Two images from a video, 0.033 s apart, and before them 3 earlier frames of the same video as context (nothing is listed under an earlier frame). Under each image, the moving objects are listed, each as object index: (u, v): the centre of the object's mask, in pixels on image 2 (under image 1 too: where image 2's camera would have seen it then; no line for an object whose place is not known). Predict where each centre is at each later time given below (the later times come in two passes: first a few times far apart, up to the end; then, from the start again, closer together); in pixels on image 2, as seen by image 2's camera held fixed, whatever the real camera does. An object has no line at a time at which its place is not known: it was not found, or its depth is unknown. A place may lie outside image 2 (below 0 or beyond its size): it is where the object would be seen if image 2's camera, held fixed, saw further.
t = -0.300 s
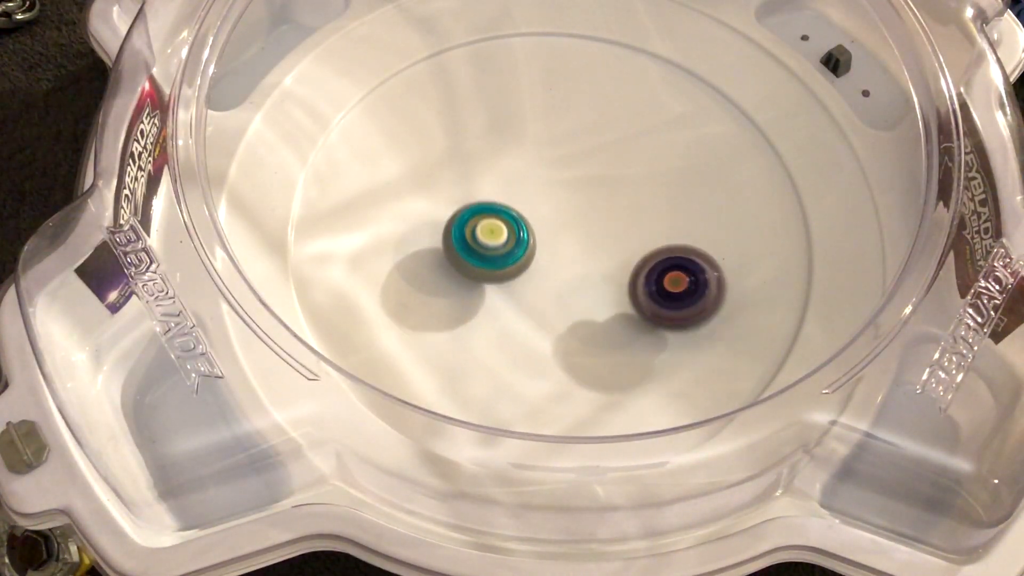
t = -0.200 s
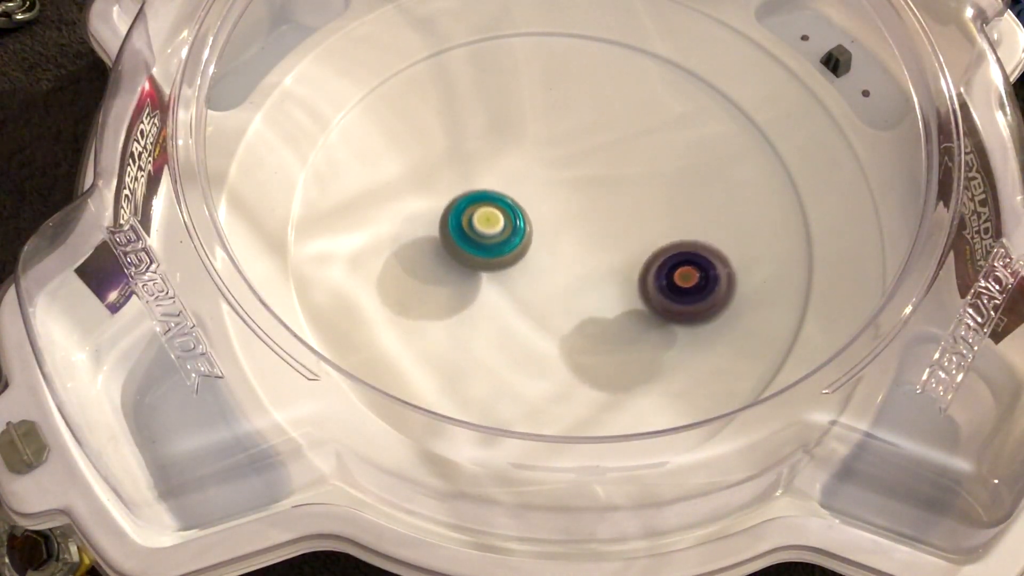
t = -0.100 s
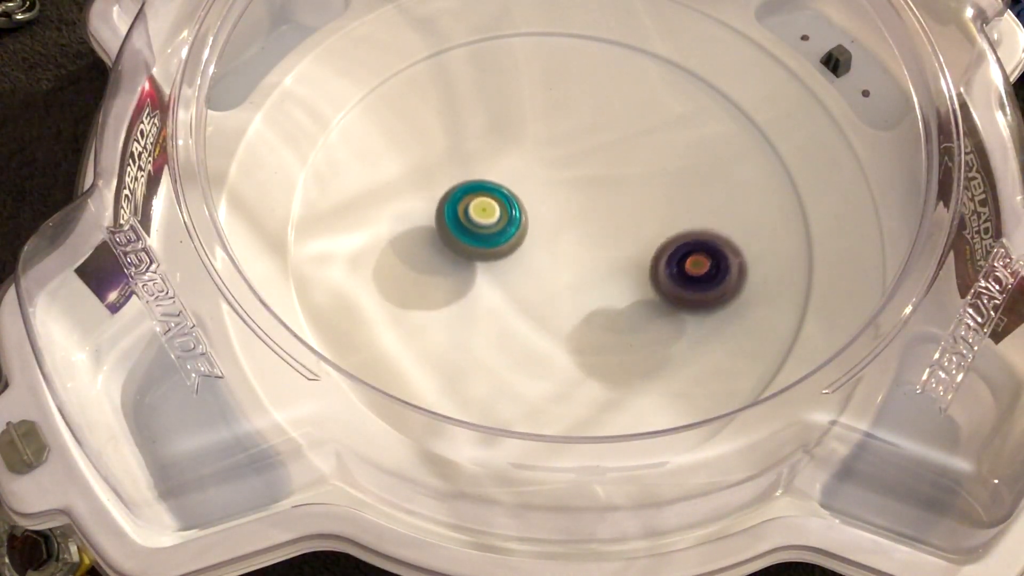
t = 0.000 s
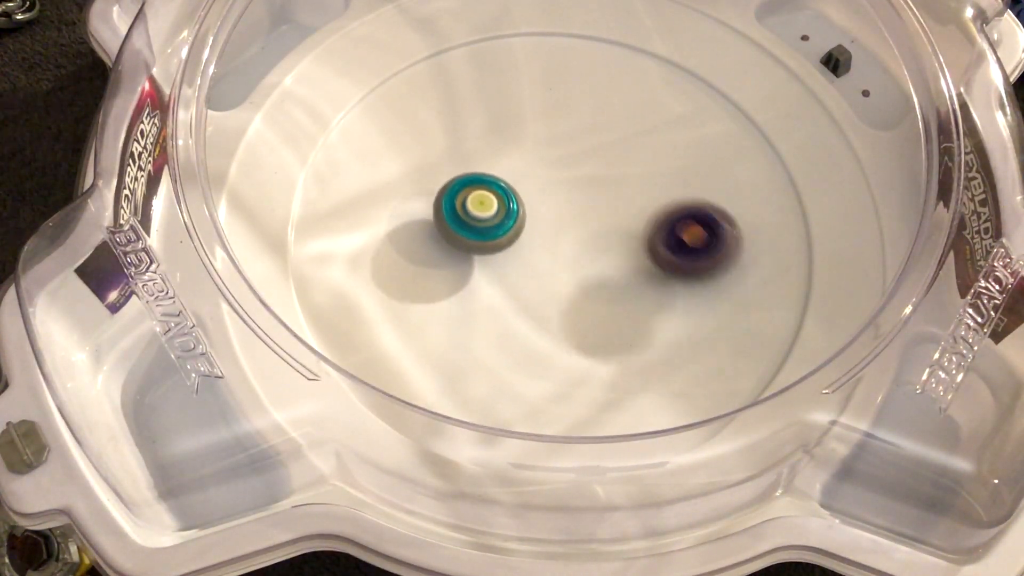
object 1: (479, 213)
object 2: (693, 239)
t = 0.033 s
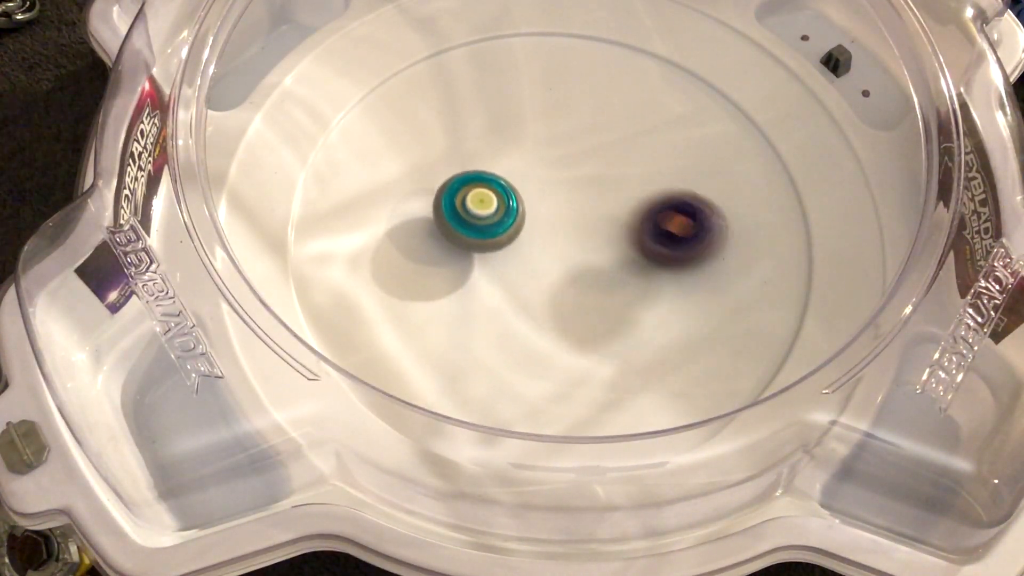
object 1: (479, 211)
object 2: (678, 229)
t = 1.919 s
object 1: (593, 174)
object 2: (490, 22)
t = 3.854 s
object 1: (586, 275)
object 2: (321, 310)
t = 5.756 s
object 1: (510, 193)
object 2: (437, 370)
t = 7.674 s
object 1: (615, 215)
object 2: (374, 319)
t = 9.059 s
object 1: (552, 268)
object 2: (743, 284)
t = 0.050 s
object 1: (478, 210)
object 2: (668, 225)
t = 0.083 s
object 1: (478, 209)
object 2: (646, 220)
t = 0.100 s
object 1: (478, 208)
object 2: (634, 220)
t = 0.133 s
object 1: (479, 207)
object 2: (605, 220)
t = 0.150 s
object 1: (479, 206)
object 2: (591, 221)
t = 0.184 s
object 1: (478, 202)
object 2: (570, 229)
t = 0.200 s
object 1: (464, 195)
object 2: (573, 238)
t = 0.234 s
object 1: (443, 186)
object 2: (582, 259)
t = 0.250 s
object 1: (436, 183)
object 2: (586, 270)
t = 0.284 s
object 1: (425, 183)
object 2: (597, 296)
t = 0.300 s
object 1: (422, 184)
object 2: (603, 309)
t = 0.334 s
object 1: (417, 189)
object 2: (618, 329)
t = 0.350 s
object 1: (415, 192)
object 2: (628, 339)
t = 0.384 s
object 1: (414, 200)
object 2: (647, 353)
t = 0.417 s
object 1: (416, 209)
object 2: (668, 361)
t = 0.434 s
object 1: (418, 214)
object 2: (680, 364)
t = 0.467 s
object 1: (425, 224)
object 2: (702, 364)
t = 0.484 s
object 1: (430, 228)
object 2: (714, 362)
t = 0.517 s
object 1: (443, 235)
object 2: (736, 352)
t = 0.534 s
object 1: (451, 238)
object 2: (745, 347)
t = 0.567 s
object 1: (468, 241)
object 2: (766, 328)
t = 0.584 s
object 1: (477, 241)
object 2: (775, 316)
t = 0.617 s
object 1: (494, 239)
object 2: (784, 289)
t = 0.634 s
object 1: (502, 237)
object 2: (785, 275)
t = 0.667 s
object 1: (519, 230)
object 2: (779, 243)
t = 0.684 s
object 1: (527, 225)
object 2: (770, 224)
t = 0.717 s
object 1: (540, 216)
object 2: (751, 199)
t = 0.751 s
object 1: (552, 204)
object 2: (716, 172)
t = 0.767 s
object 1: (556, 199)
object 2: (697, 160)
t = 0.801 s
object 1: (562, 188)
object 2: (653, 141)
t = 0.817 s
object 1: (562, 182)
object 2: (635, 132)
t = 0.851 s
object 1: (549, 177)
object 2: (613, 114)
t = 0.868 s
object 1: (543, 175)
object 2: (599, 102)
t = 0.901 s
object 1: (531, 171)
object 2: (572, 87)
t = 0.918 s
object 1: (527, 168)
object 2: (558, 83)
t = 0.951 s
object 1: (523, 163)
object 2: (527, 77)
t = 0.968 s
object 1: (521, 161)
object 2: (512, 78)
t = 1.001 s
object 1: (519, 157)
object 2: (482, 82)
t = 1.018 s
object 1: (519, 155)
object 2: (466, 85)
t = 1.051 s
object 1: (518, 153)
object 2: (437, 97)
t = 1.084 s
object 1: (517, 152)
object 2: (407, 118)
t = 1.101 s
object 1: (517, 151)
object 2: (393, 130)
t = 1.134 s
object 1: (517, 150)
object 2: (370, 157)
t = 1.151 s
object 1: (516, 150)
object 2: (360, 172)
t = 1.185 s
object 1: (516, 150)
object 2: (344, 209)
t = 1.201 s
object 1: (516, 149)
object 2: (339, 230)
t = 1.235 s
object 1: (516, 150)
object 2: (336, 267)
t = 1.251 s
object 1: (516, 150)
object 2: (336, 294)
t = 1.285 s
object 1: (516, 151)
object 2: (352, 332)
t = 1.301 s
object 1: (517, 152)
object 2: (362, 347)
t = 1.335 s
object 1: (519, 153)
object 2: (390, 396)
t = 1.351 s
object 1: (520, 154)
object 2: (415, 409)
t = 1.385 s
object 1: (522, 156)
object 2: (471, 435)
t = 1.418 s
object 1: (525, 158)
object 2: (534, 449)
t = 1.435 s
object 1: (527, 159)
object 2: (562, 451)
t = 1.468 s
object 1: (531, 161)
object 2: (623, 445)
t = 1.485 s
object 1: (533, 162)
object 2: (651, 438)
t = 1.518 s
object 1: (537, 164)
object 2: (710, 402)
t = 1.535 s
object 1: (539, 165)
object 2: (733, 386)
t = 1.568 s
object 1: (544, 167)
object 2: (773, 348)
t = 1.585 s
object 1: (546, 168)
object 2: (789, 325)
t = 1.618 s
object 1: (552, 169)
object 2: (803, 276)
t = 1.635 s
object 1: (554, 170)
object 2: (805, 252)
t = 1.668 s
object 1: (560, 171)
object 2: (798, 206)
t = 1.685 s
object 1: (562, 171)
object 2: (792, 183)
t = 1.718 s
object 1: (567, 172)
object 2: (768, 136)
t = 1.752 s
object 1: (572, 173)
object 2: (736, 97)
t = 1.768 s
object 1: (575, 173)
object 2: (718, 80)
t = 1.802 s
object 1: (579, 174)
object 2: (678, 48)
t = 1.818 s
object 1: (582, 174)
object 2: (655, 35)
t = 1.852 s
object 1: (586, 174)
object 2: (604, 23)
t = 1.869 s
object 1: (588, 174)
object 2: (579, 20)
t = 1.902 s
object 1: (592, 174)
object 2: (522, 21)
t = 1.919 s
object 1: (593, 174)
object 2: (490, 22)
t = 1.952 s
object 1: (596, 175)
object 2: (434, 36)
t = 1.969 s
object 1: (598, 175)
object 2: (411, 46)
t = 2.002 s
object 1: (601, 175)
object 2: (362, 78)
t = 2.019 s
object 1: (602, 175)
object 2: (344, 97)
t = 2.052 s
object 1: (604, 175)
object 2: (312, 145)
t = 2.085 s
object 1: (606, 175)
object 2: (295, 196)
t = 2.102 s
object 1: (607, 175)
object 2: (293, 226)
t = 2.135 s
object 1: (609, 176)
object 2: (304, 281)
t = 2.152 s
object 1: (609, 176)
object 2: (321, 309)
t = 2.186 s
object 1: (610, 177)
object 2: (360, 355)
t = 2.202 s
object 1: (611, 177)
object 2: (381, 390)
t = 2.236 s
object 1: (611, 178)
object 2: (443, 425)
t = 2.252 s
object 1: (612, 178)
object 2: (483, 440)
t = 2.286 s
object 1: (612, 180)
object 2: (546, 452)
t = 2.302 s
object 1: (612, 181)
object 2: (581, 453)
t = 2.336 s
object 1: (612, 182)
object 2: (642, 444)
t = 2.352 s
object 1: (612, 183)
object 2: (677, 429)
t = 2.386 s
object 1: (613, 185)
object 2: (733, 389)
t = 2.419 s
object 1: (614, 188)
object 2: (774, 354)
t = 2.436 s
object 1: (614, 189)
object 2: (793, 326)
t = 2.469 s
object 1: (615, 191)
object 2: (809, 278)
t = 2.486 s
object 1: (615, 192)
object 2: (812, 248)
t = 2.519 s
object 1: (615, 195)
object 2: (805, 198)
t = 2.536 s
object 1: (615, 196)
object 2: (797, 172)
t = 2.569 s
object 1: (616, 200)
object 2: (770, 125)
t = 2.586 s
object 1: (616, 201)
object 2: (755, 106)
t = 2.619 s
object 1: (616, 205)
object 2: (710, 66)
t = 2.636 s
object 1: (617, 207)
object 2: (686, 52)
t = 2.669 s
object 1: (618, 211)
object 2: (635, 29)
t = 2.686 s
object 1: (618, 213)
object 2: (604, 25)
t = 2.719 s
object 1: (619, 216)
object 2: (548, 21)
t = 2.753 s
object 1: (621, 219)
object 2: (486, 26)
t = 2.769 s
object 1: (622, 221)
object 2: (462, 29)
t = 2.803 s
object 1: (623, 224)
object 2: (410, 47)
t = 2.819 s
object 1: (623, 226)
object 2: (385, 65)
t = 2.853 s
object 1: (624, 228)
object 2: (347, 101)
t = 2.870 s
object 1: (624, 229)
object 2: (328, 122)
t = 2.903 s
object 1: (625, 232)
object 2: (304, 166)
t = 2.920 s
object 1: (625, 232)
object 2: (298, 189)
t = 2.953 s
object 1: (625, 234)
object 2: (292, 242)
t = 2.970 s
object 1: (625, 235)
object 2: (299, 267)
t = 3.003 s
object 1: (625, 237)
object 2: (321, 324)
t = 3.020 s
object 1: (625, 238)
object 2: (341, 341)
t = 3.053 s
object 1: (624, 240)
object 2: (385, 394)
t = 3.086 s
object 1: (624, 242)
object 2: (436, 425)
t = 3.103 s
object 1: (623, 243)
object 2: (468, 439)
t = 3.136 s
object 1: (622, 245)
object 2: (531, 450)
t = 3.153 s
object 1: (622, 245)
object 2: (564, 452)
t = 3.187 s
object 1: (621, 247)
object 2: (629, 445)
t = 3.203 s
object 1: (620, 248)
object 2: (666, 434)
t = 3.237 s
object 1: (618, 250)
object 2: (723, 403)
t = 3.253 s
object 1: (618, 251)
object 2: (750, 385)
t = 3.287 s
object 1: (616, 253)
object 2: (783, 340)
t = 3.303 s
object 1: (614, 254)
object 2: (799, 314)
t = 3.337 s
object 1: (613, 255)
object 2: (811, 266)
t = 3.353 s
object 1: (612, 256)
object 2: (812, 242)
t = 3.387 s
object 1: (609, 258)
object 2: (803, 187)
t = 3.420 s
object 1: (608, 260)
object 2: (780, 139)
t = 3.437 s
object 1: (606, 261)
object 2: (765, 119)
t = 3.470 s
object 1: (605, 263)
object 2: (726, 78)
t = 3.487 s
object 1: (604, 264)
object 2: (699, 61)
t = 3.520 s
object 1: (602, 267)
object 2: (650, 35)
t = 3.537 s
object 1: (602, 267)
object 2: (622, 28)
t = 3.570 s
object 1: (600, 269)
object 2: (561, 23)
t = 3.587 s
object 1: (600, 270)
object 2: (532, 22)
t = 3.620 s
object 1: (598, 271)
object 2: (470, 27)
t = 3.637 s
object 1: (598, 272)
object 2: (445, 34)
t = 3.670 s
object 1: (596, 273)
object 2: (399, 56)
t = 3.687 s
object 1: (596, 273)
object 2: (373, 74)
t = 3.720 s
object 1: (594, 274)
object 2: (335, 112)
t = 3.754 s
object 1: (592, 274)
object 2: (308, 157)
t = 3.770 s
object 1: (591, 274)
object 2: (301, 180)
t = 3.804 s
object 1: (589, 275)
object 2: (293, 236)
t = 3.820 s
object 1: (588, 275)
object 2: (297, 260)
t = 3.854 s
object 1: (586, 275)
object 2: (321, 310)
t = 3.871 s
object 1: (585, 275)
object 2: (338, 329)
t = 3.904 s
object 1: (581, 275)
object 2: (373, 382)
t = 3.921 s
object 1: (580, 275)
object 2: (399, 397)
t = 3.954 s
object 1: (576, 275)
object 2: (452, 427)
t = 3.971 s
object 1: (574, 275)
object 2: (486, 436)
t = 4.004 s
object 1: (571, 275)
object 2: (548, 444)
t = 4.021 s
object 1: (569, 275)
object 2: (577, 442)
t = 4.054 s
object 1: (565, 276)
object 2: (634, 434)
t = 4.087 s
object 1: (562, 276)
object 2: (699, 402)
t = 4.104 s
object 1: (561, 276)
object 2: (723, 395)
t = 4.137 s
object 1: (558, 276)
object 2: (761, 359)
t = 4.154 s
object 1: (557, 276)
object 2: (781, 337)
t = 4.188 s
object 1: (554, 275)
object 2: (807, 292)
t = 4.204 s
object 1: (553, 275)
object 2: (812, 265)
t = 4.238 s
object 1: (551, 275)
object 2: (808, 217)
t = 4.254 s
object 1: (549, 275)
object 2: (804, 193)
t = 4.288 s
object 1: (546, 274)
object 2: (782, 144)
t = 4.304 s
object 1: (545, 274)
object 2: (768, 123)
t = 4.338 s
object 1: (542, 273)
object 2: (731, 84)
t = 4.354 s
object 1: (541, 273)
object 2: (708, 67)
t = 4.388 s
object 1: (538, 272)
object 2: (659, 41)
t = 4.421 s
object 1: (536, 271)
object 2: (606, 27)
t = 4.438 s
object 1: (534, 271)
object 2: (581, 25)
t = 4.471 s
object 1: (532, 270)
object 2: (525, 23)
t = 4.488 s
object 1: (531, 269)
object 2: (497, 25)
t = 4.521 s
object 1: (528, 268)
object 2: (445, 35)
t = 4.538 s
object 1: (527, 267)
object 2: (422, 44)
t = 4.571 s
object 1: (525, 266)
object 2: (375, 72)
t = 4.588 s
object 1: (524, 265)
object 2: (355, 89)
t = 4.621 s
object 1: (522, 264)
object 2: (325, 128)
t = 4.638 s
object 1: (521, 263)
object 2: (315, 147)
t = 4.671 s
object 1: (519, 262)
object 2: (302, 197)
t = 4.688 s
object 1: (518, 261)
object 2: (301, 217)
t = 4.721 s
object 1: (516, 260)
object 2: (307, 266)
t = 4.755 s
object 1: (514, 259)
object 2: (330, 310)
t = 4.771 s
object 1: (513, 258)
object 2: (347, 330)
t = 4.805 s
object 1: (511, 256)
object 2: (386, 363)
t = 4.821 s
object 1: (510, 255)
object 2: (412, 378)
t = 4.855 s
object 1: (508, 254)
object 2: (461, 411)
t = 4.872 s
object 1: (508, 253)
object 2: (489, 419)
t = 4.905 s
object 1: (506, 252)
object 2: (547, 427)
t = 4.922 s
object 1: (506, 251)
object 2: (575, 428)
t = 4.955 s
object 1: (505, 249)
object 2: (643, 413)
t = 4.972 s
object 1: (504, 248)
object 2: (674, 407)
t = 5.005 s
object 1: (503, 247)
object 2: (720, 378)
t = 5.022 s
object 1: (503, 246)
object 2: (743, 364)
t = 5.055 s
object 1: (502, 244)
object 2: (780, 325)
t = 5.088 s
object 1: (502, 242)
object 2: (806, 282)
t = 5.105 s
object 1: (502, 241)
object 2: (813, 258)
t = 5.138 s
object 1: (501, 240)
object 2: (806, 216)
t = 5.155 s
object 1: (501, 239)
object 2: (800, 189)
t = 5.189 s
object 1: (501, 236)
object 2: (782, 145)
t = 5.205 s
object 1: (501, 235)
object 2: (768, 124)
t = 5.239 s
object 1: (501, 233)
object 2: (732, 92)
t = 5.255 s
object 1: (501, 232)
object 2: (713, 73)
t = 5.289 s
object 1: (501, 230)
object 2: (672, 46)
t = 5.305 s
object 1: (501, 228)
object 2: (649, 37)
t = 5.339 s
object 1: (502, 226)
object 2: (601, 28)
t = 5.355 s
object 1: (502, 224)
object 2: (575, 26)
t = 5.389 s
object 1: (502, 222)
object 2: (524, 26)
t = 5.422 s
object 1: (503, 219)
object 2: (479, 30)
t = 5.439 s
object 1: (503, 218)
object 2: (460, 33)
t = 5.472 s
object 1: (504, 215)
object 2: (417, 52)
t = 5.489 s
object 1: (504, 214)
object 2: (401, 64)
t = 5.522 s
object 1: (505, 211)
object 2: (369, 93)
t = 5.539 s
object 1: (505, 209)
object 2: (357, 109)
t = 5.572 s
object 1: (506, 206)
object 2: (340, 145)
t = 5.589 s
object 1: (506, 205)
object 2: (335, 166)
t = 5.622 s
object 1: (507, 202)
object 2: (332, 208)
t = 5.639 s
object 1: (507, 201)
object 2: (334, 228)
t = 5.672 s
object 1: (508, 199)
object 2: (350, 277)
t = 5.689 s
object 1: (508, 197)
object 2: (362, 297)
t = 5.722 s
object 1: (509, 195)
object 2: (394, 338)
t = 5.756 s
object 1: (510, 193)
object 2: (437, 370)
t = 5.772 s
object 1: (510, 192)
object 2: (462, 381)
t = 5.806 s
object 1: (511, 190)
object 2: (513, 397)
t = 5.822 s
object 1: (511, 189)
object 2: (545, 402)
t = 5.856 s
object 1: (512, 188)
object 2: (601, 404)
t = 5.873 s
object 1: (512, 187)
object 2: (630, 402)
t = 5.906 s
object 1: (513, 186)
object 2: (685, 390)
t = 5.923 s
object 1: (513, 185)
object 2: (708, 381)
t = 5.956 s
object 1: (514, 184)
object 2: (752, 354)
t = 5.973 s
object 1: (515, 183)
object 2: (771, 335)
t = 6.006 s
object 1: (516, 182)
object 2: (800, 296)
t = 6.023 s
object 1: (517, 181)
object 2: (809, 276)
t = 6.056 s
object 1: (518, 180)
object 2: (807, 232)
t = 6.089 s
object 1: (519, 179)
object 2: (796, 190)
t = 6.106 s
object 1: (520, 179)
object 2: (789, 170)
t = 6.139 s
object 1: (522, 178)
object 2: (772, 132)
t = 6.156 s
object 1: (523, 177)
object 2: (760, 112)
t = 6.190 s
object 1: (525, 177)
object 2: (723, 81)
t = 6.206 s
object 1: (525, 176)
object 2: (702, 67)
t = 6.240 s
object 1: (527, 176)
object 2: (662, 45)
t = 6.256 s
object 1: (528, 176)
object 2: (640, 36)
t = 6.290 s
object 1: (530, 175)
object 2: (594, 29)
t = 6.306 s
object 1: (532, 175)
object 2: (572, 27)
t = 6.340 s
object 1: (534, 175)
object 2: (528, 28)
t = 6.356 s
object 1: (535, 175)
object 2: (508, 30)
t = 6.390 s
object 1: (537, 175)
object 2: (471, 39)
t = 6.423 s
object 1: (539, 175)
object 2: (435, 57)
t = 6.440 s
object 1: (541, 175)
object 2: (420, 66)
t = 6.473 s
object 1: (543, 175)
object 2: (394, 94)
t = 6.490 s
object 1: (544, 175)
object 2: (383, 108)
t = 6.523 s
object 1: (547, 175)
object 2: (364, 142)
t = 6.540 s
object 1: (548, 176)
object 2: (358, 161)
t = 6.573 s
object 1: (551, 176)
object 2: (351, 200)
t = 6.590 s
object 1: (553, 176)
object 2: (351, 225)
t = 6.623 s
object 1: (555, 177)
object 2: (362, 270)
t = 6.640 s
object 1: (557, 177)
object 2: (369, 288)
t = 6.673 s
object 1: (559, 178)
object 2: (396, 330)
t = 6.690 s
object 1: (561, 179)
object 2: (413, 349)
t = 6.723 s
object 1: (564, 180)
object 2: (459, 378)
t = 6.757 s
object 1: (566, 181)
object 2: (507, 397)
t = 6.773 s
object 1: (568, 181)
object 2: (533, 403)
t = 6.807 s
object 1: (571, 182)
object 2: (586, 416)
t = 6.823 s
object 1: (572, 183)
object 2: (614, 414)
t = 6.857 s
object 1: (575, 184)
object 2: (669, 405)
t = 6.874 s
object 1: (577, 185)
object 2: (693, 395)
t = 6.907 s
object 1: (580, 186)
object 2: (735, 369)
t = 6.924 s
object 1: (582, 186)
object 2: (753, 356)
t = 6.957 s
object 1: (586, 187)
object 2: (784, 322)
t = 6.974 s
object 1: (588, 188)
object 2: (796, 301)
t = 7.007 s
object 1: (591, 189)
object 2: (808, 260)
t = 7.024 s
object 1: (592, 189)
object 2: (811, 240)
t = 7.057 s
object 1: (594, 190)
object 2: (802, 195)
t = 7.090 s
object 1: (596, 190)
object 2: (785, 156)
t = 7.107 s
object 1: (597, 191)
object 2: (773, 136)
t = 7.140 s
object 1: (599, 192)
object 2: (746, 102)
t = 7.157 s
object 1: (600, 193)
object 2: (729, 88)
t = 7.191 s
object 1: (602, 194)
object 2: (693, 64)
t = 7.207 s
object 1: (603, 194)
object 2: (674, 54)
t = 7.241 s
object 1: (605, 196)
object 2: (636, 40)
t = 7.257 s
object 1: (606, 197)
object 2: (616, 35)
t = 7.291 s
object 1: (607, 198)
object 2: (578, 31)
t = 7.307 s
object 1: (608, 198)
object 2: (559, 31)
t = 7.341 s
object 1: (609, 199)
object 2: (521, 33)
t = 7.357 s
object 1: (610, 200)
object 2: (503, 37)
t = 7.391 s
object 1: (611, 201)
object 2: (468, 50)
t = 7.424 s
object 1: (611, 203)
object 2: (436, 66)
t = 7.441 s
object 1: (612, 203)
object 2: (420, 76)
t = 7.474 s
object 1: (612, 205)
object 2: (392, 101)
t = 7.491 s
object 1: (613, 205)
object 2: (381, 115)
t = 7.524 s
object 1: (613, 207)
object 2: (362, 144)
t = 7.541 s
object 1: (614, 208)
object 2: (355, 161)
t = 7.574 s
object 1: (614, 209)
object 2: (346, 198)
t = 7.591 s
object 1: (614, 210)
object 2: (344, 220)
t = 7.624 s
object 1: (614, 212)
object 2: (349, 262)
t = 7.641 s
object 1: (615, 213)
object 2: (355, 281)
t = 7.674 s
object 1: (615, 215)
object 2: (374, 319)
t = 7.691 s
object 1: (615, 216)
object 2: (390, 338)
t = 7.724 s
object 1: (615, 218)
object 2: (426, 367)
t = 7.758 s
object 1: (615, 220)
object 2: (470, 388)
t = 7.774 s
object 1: (615, 220)
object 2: (492, 395)
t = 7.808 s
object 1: (614, 223)
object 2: (542, 415)
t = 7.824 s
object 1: (614, 224)
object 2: (567, 417)
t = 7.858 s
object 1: (614, 226)
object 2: (621, 414)
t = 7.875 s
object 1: (614, 227)
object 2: (646, 408)
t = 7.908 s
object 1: (613, 229)
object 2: (690, 384)
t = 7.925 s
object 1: (612, 231)
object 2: (711, 373)
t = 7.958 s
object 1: (612, 233)
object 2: (743, 344)
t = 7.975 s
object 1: (611, 234)
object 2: (755, 326)
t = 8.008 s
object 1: (610, 237)
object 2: (774, 289)
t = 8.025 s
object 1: (610, 238)
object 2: (779, 270)
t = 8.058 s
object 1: (609, 241)
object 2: (782, 231)
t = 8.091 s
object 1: (607, 244)
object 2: (775, 194)
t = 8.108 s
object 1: (607, 245)
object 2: (770, 176)
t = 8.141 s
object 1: (606, 247)
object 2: (752, 143)
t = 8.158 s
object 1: (605, 248)
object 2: (741, 128)
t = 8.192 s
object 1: (603, 250)
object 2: (715, 101)
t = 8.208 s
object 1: (603, 251)
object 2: (701, 90)
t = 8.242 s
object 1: (602, 253)
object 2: (672, 70)
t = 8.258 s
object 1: (601, 254)
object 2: (656, 61)
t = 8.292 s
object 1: (600, 256)
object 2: (622, 49)
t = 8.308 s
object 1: (599, 257)
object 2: (605, 44)
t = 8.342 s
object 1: (598, 259)
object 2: (569, 39)
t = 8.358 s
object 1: (597, 260)
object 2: (551, 38)
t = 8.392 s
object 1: (596, 261)
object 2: (516, 39)
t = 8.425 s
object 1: (595, 262)
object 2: (481, 45)
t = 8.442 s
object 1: (594, 263)
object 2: (465, 51)
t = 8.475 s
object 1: (593, 264)
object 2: (433, 64)
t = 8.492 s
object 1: (592, 264)
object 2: (418, 73)
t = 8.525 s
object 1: (591, 265)
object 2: (391, 94)
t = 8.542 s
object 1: (590, 266)
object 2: (379, 105)
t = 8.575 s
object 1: (589, 266)
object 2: (359, 131)
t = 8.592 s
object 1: (588, 266)
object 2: (351, 146)
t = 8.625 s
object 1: (586, 267)
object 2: (340, 179)
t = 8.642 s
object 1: (585, 267)
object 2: (338, 195)
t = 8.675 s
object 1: (583, 268)
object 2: (339, 230)
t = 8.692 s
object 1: (582, 268)
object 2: (342, 248)
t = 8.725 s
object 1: (580, 268)
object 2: (357, 285)
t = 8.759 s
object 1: (577, 268)
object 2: (380, 318)
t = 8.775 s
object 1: (576, 268)
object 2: (396, 334)
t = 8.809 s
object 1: (573, 268)
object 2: (433, 360)
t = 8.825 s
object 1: (572, 268)
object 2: (454, 370)
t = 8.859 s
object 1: (569, 268)
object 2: (495, 384)
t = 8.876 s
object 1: (568, 268)
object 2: (522, 389)
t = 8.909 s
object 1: (565, 268)
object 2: (572, 392)
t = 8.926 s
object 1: (564, 268)
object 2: (597, 389)
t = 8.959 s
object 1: (561, 268)
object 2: (646, 373)
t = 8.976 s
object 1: (559, 268)
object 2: (666, 364)
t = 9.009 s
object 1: (556, 268)
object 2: (703, 337)
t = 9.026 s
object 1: (555, 268)
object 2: (720, 320)
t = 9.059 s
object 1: (552, 268)
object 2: (743, 284)
